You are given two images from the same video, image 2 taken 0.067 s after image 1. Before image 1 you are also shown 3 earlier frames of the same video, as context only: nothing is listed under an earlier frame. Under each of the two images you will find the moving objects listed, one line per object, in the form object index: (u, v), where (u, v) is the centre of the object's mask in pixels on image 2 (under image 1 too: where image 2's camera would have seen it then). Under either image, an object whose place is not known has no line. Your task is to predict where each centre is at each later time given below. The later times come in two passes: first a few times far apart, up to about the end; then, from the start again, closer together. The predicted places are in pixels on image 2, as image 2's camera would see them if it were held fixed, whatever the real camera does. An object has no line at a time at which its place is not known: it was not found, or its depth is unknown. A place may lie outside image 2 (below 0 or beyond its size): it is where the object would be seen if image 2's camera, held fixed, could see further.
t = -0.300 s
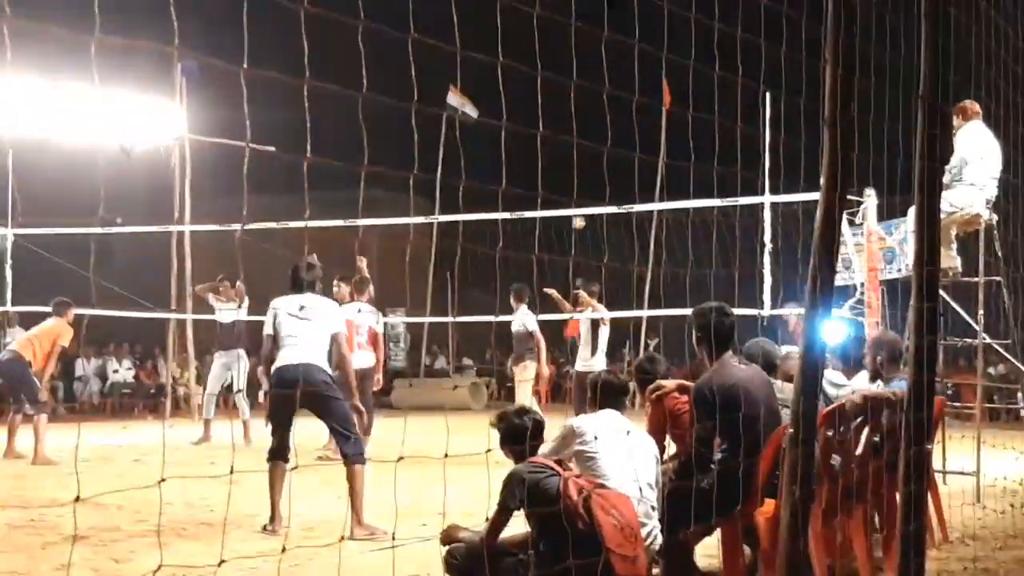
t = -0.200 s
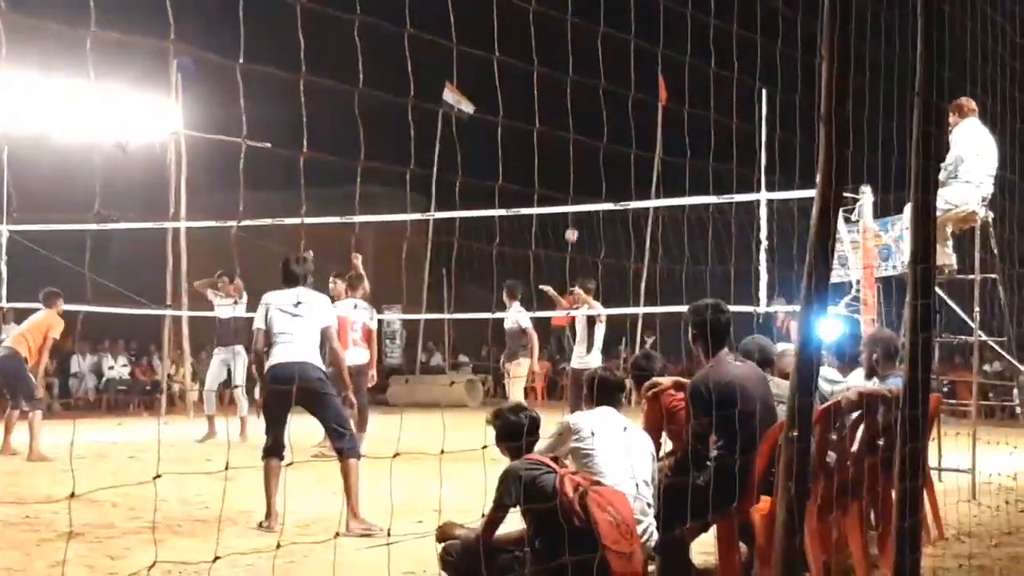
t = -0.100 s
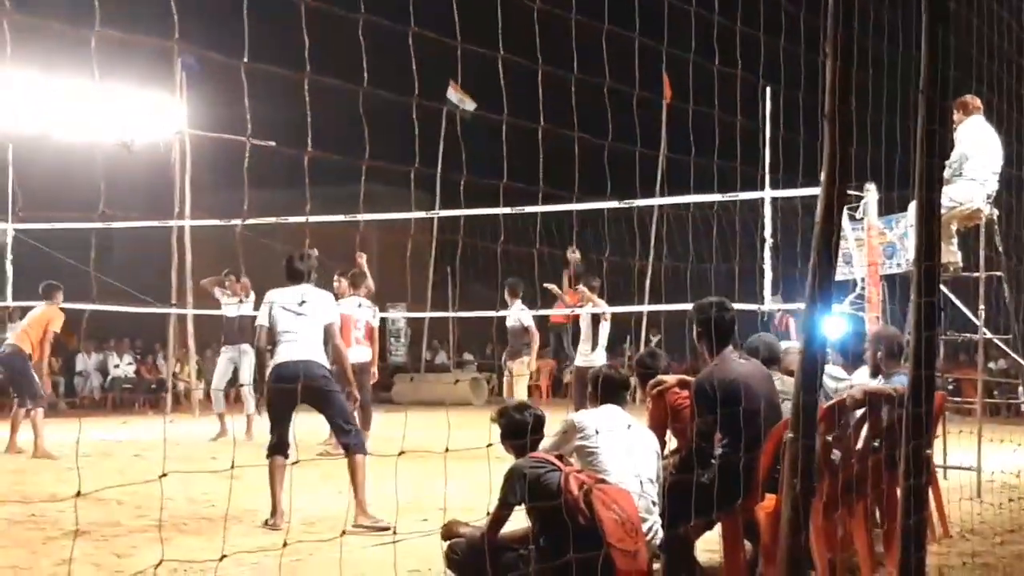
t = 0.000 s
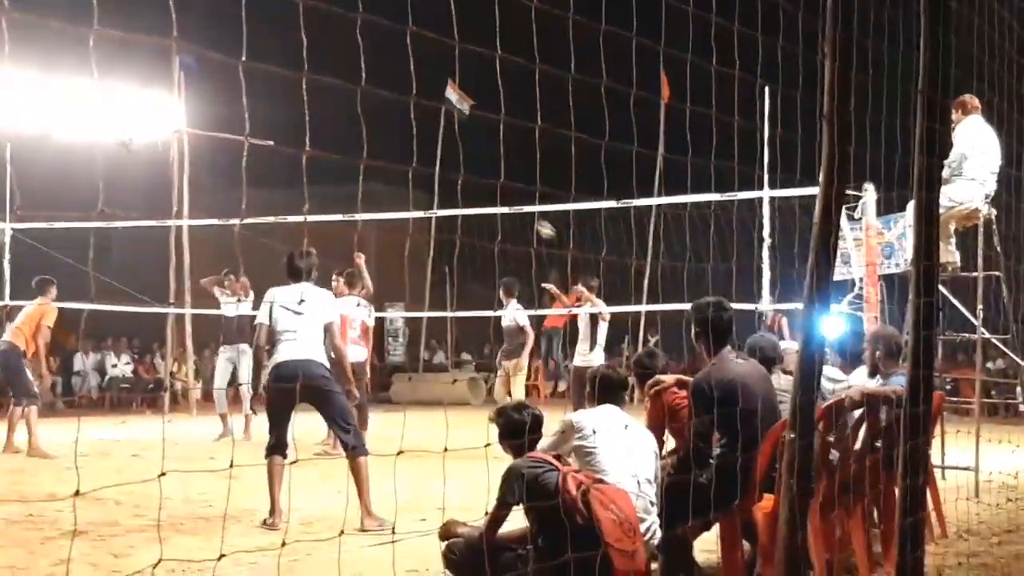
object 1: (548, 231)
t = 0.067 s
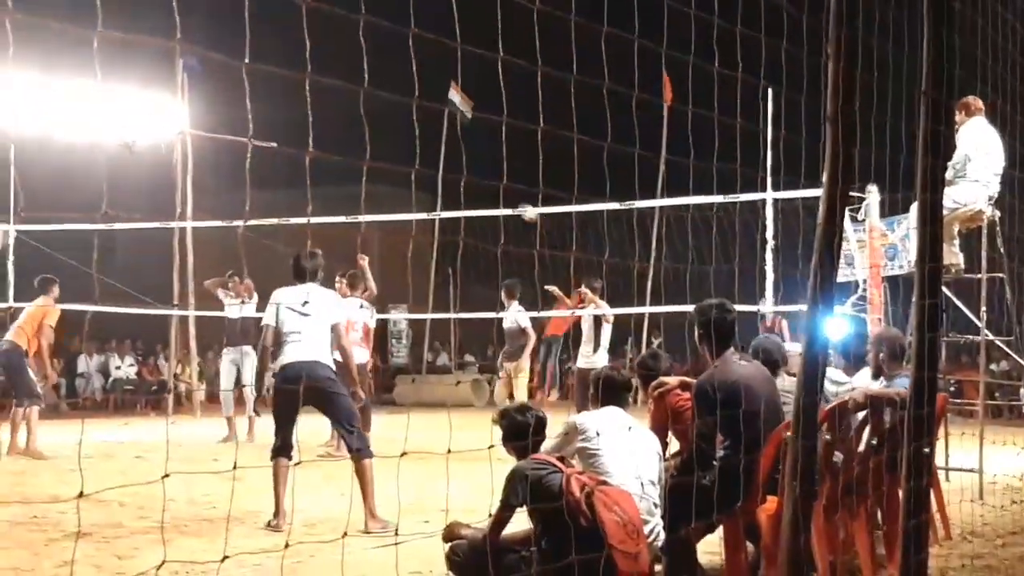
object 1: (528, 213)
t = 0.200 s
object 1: (483, 183)
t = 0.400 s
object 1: (405, 167)
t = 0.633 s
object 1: (285, 219)
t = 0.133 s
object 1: (506, 197)
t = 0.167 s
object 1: (495, 189)
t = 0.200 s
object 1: (483, 183)
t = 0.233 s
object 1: (472, 178)
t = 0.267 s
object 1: (459, 174)
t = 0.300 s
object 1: (445, 170)
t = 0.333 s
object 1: (432, 168)
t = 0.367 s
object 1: (419, 167)
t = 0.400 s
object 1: (405, 167)
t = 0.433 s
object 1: (391, 169)
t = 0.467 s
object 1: (375, 172)
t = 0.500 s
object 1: (359, 177)
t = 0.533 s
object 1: (342, 184)
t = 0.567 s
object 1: (324, 193)
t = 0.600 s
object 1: (304, 204)
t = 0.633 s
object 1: (285, 219)
